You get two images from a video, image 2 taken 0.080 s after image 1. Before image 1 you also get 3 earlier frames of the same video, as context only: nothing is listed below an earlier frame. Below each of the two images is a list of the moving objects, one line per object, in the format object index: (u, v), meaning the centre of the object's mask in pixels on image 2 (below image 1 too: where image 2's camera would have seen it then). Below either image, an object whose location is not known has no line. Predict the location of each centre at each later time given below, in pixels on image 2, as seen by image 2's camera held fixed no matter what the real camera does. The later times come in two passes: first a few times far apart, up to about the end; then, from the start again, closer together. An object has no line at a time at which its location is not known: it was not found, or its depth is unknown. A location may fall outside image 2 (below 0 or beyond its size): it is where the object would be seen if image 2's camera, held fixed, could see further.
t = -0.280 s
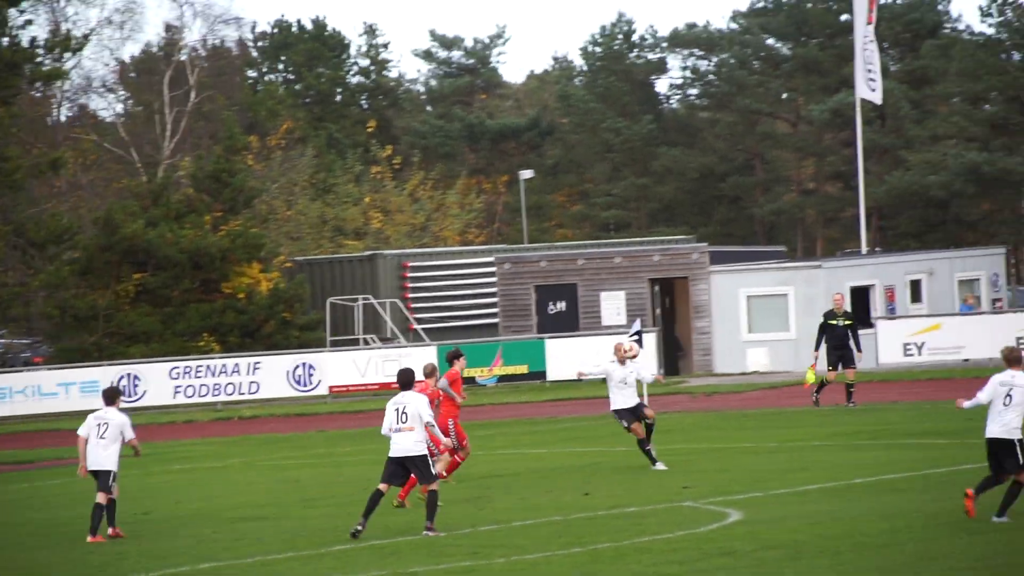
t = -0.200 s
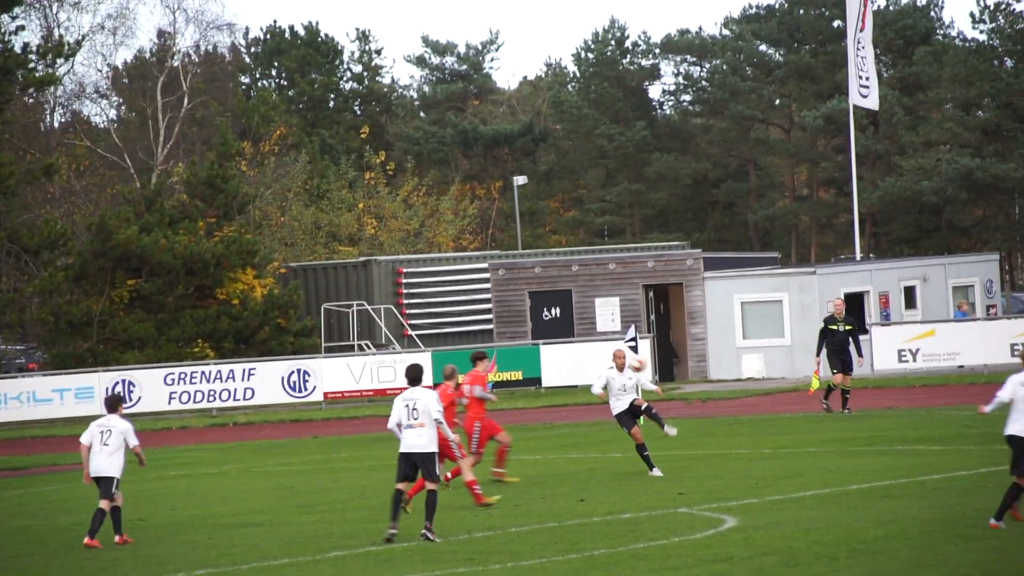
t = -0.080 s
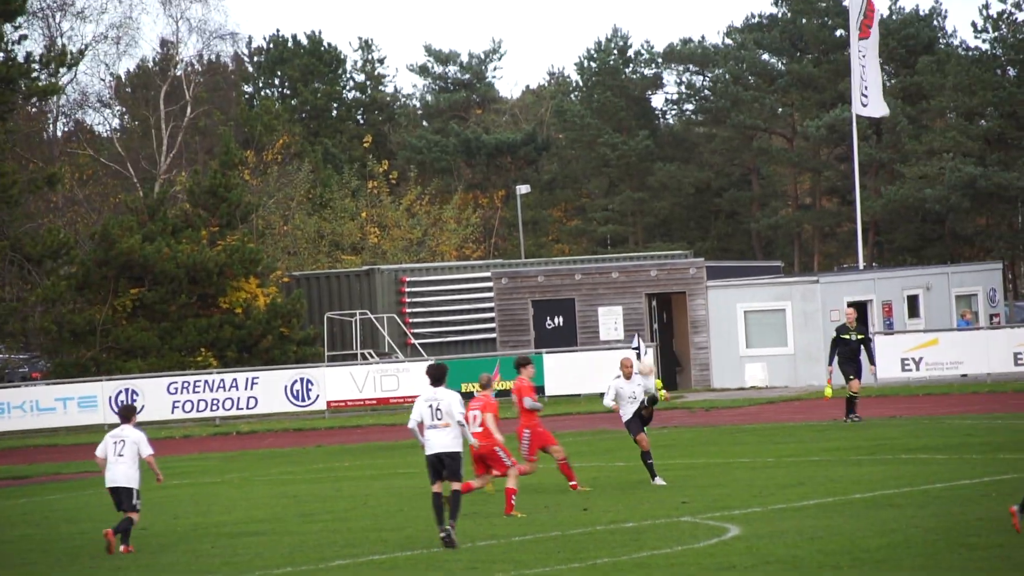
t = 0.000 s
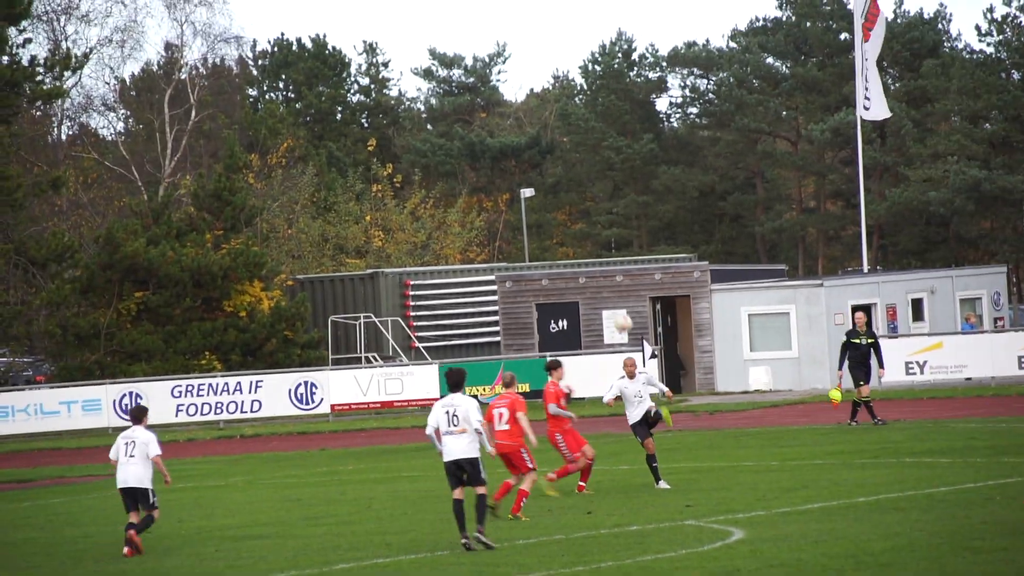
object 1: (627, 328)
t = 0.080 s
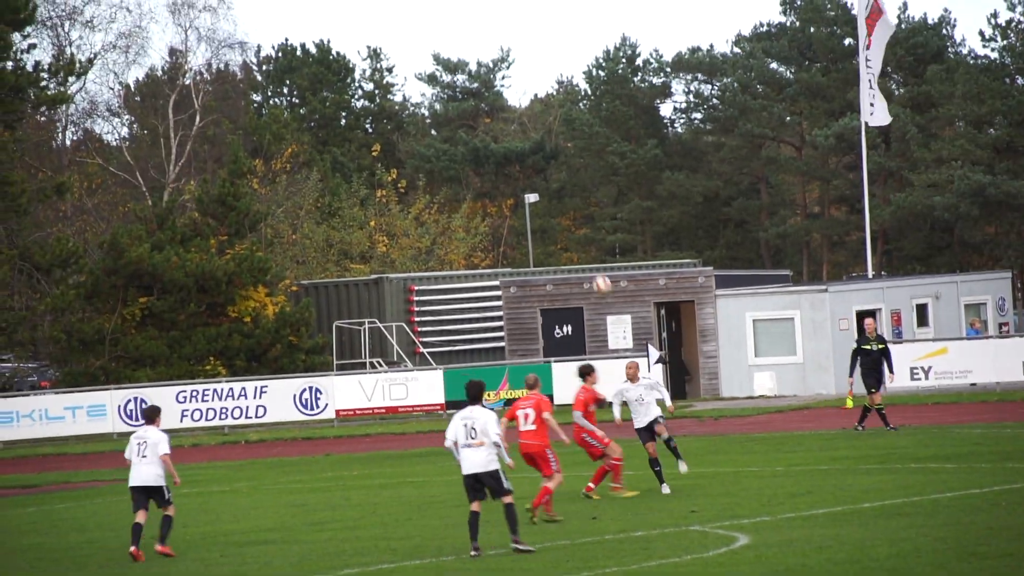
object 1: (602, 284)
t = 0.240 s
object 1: (554, 215)
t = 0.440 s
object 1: (503, 159)
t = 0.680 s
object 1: (442, 134)
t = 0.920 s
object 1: (387, 154)
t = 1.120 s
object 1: (344, 198)
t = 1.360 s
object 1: (300, 291)
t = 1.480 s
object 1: (280, 352)
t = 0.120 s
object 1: (589, 265)
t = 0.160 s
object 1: (577, 246)
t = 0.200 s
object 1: (566, 230)
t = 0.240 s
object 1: (554, 215)
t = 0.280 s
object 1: (544, 201)
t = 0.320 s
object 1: (534, 189)
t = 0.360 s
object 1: (525, 178)
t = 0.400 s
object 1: (514, 167)
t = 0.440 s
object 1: (503, 159)
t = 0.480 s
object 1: (493, 152)
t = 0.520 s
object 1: (482, 146)
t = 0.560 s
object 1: (472, 141)
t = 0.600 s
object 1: (462, 138)
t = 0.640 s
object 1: (452, 135)
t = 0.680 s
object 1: (442, 134)
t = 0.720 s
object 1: (433, 135)
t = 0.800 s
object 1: (414, 139)
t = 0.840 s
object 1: (405, 142)
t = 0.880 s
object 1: (396, 147)
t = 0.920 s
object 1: (387, 154)
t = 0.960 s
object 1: (378, 161)
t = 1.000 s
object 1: (369, 168)
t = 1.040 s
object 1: (360, 177)
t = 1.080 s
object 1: (353, 187)
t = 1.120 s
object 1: (344, 198)
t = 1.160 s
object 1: (337, 211)
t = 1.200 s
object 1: (329, 224)
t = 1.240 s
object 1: (321, 239)
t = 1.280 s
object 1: (314, 255)
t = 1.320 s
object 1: (307, 272)
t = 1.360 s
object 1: (300, 291)
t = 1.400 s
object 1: (293, 311)
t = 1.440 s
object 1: (286, 331)
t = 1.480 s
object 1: (280, 352)
